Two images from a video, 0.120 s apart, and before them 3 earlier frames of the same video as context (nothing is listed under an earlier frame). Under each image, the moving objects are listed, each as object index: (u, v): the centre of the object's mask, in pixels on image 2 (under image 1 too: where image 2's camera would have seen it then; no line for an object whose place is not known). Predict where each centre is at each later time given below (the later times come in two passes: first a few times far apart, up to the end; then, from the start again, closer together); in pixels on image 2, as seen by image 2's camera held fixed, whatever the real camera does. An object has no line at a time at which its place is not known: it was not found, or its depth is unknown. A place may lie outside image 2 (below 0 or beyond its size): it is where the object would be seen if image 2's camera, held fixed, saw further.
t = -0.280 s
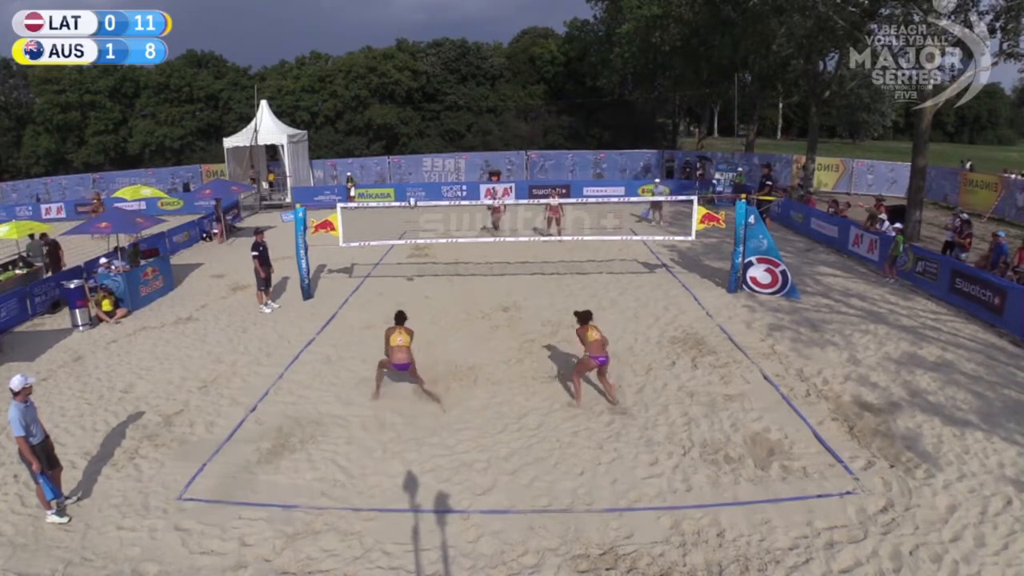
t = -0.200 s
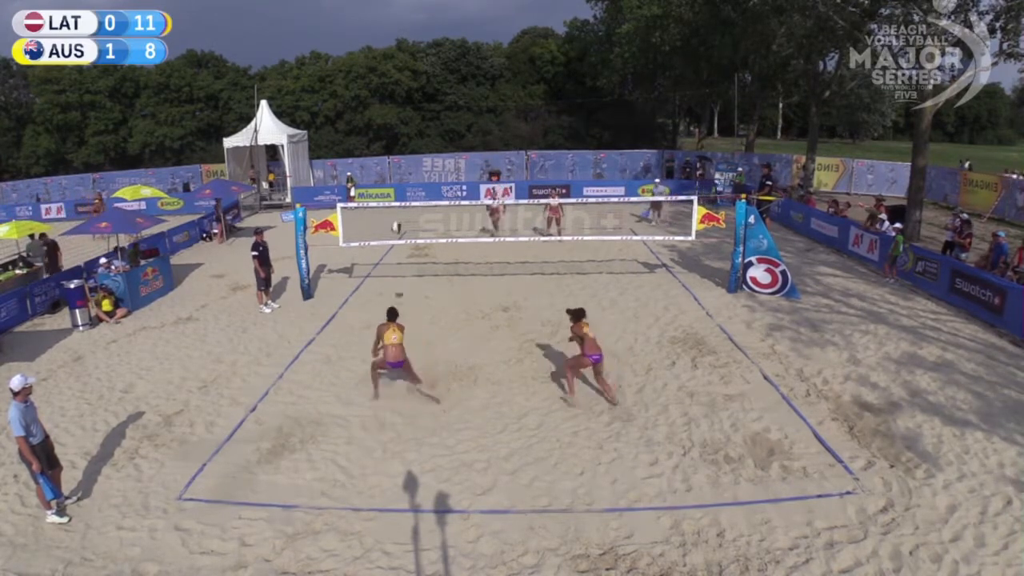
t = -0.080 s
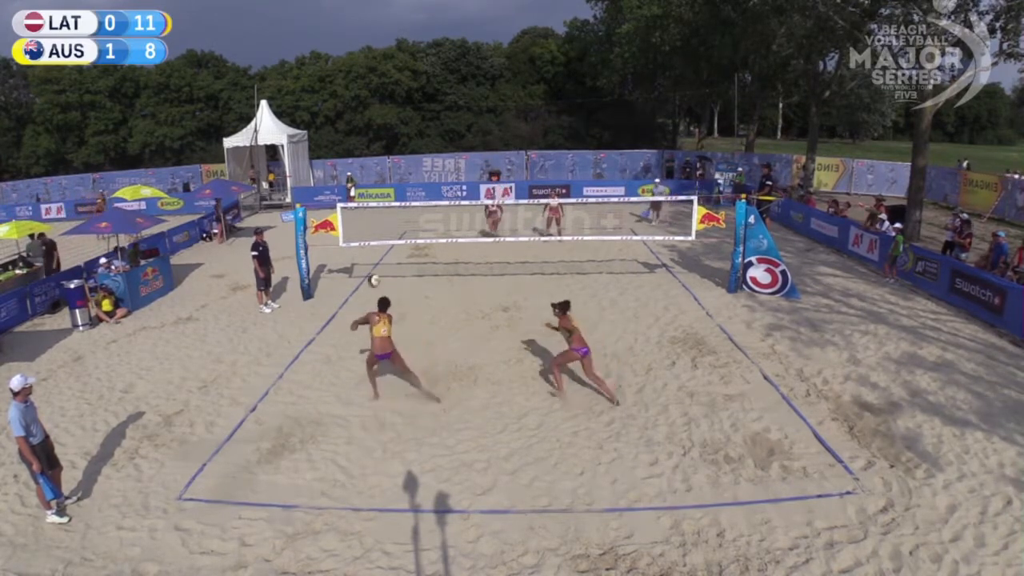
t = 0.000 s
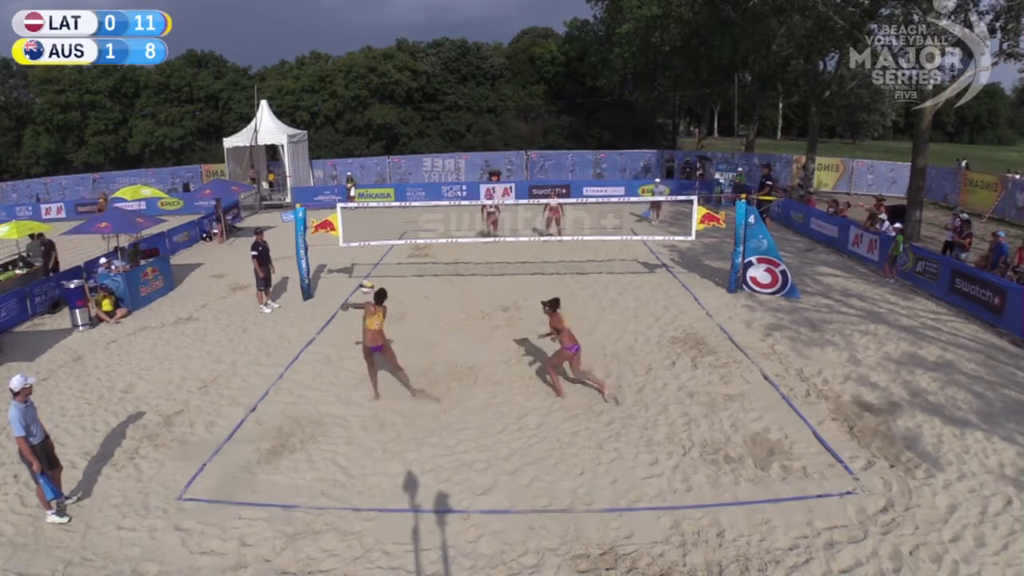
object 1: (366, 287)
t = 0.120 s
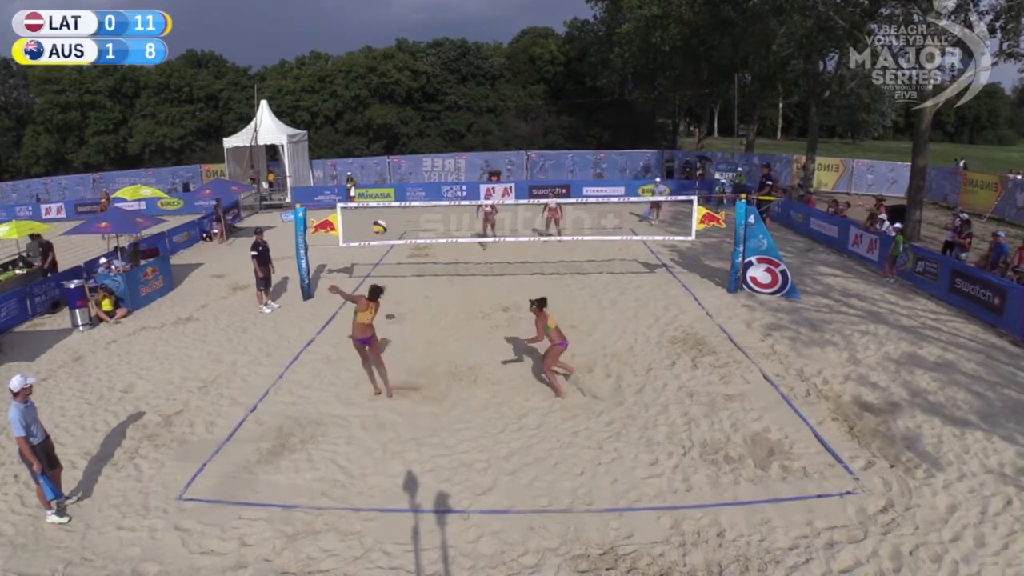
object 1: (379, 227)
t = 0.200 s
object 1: (390, 189)
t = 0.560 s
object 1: (446, 72)
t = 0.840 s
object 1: (497, 44)
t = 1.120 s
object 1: (557, 86)
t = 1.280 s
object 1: (592, 142)
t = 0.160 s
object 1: (385, 209)
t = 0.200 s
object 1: (390, 189)
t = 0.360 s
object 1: (413, 128)
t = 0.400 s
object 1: (419, 114)
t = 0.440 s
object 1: (424, 102)
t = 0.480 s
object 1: (431, 91)
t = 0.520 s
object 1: (438, 81)
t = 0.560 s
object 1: (446, 72)
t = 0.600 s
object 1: (453, 64)
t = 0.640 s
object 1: (459, 58)
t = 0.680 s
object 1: (467, 53)
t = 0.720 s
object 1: (475, 49)
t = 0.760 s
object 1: (482, 47)
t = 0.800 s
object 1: (489, 44)
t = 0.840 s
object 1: (497, 44)
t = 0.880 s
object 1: (505, 47)
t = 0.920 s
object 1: (515, 49)
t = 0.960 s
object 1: (522, 54)
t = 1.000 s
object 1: (530, 59)
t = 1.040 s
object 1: (539, 67)
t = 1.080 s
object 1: (548, 75)
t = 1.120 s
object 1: (557, 86)
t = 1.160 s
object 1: (565, 98)
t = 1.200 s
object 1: (574, 111)
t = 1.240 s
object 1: (583, 126)
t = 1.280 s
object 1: (592, 142)
